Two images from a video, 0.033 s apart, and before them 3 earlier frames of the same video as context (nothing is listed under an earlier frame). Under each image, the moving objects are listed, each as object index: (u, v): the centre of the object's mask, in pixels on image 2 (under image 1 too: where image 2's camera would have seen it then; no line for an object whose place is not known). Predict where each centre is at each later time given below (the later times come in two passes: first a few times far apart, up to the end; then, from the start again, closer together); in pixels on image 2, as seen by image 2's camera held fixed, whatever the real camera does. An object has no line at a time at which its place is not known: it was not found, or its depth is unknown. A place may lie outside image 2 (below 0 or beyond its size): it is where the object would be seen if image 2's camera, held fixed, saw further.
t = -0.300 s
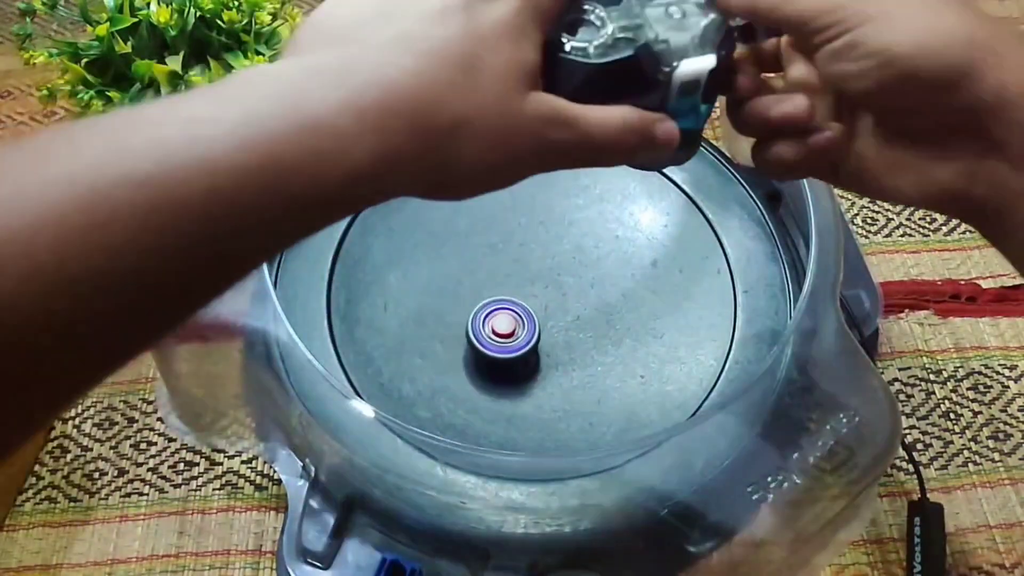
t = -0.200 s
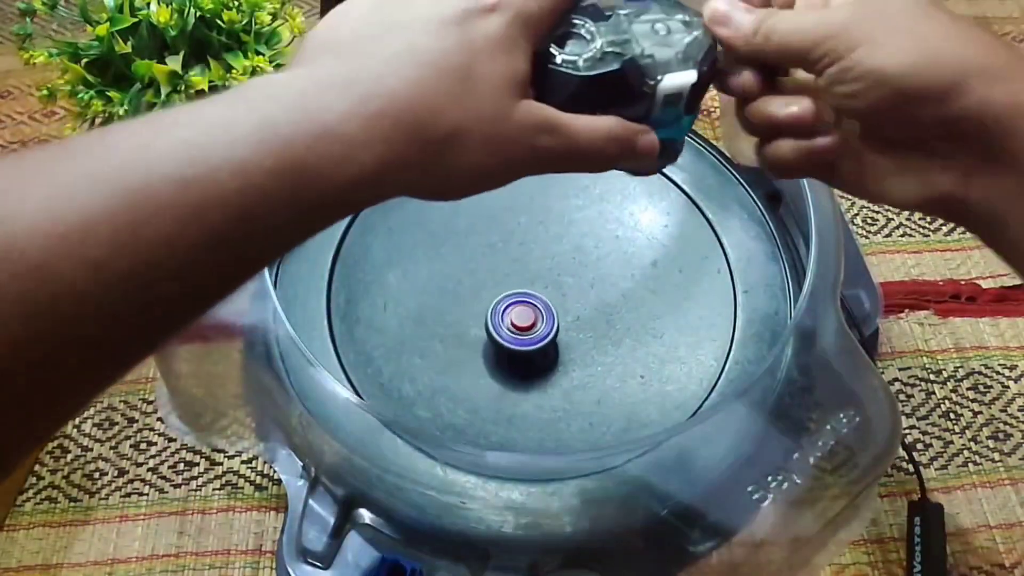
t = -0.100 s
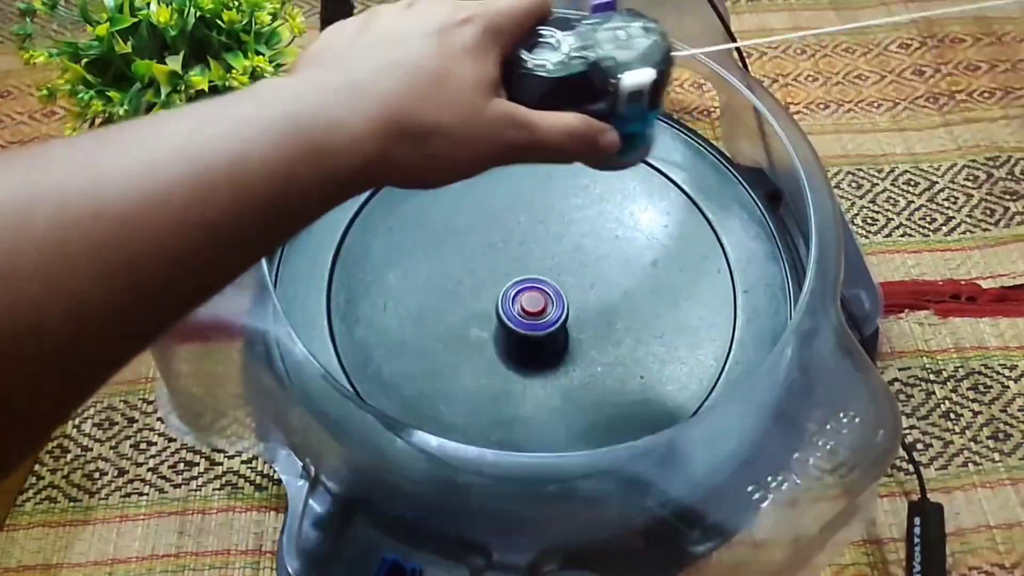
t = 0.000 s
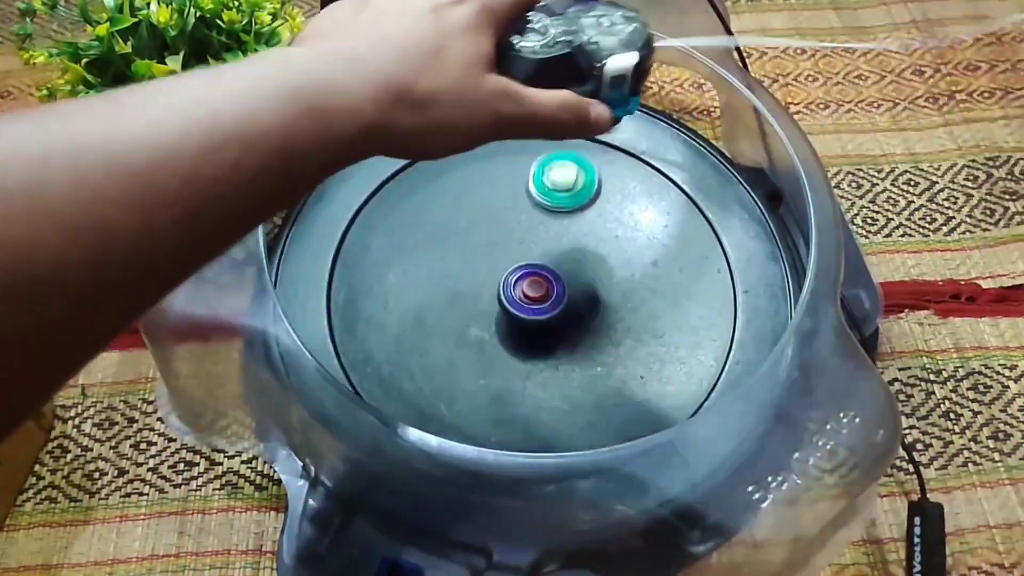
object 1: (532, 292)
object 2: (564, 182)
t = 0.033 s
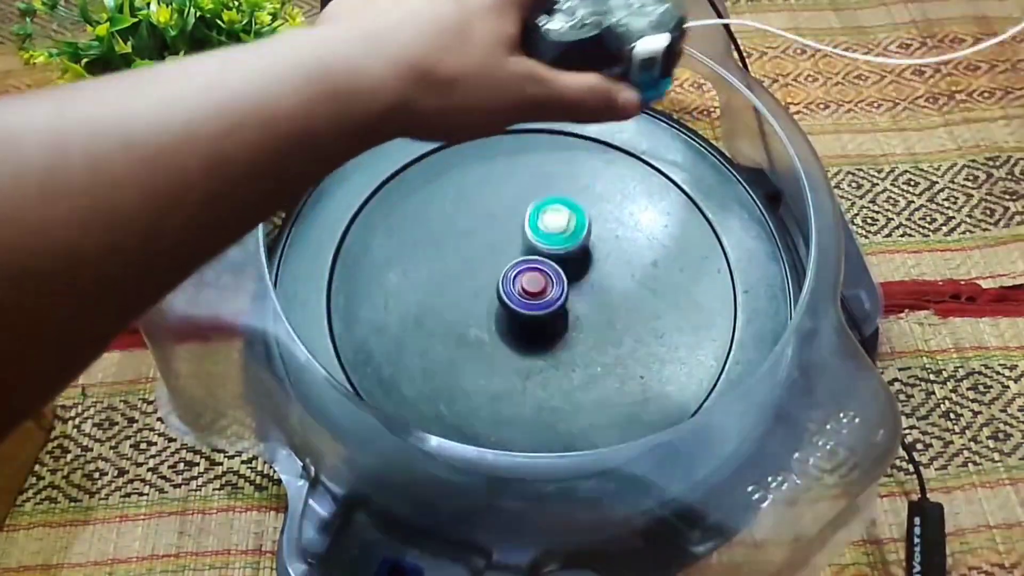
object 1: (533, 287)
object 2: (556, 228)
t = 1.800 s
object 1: (614, 269)
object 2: (453, 311)
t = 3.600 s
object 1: (560, 288)
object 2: (495, 342)
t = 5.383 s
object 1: (568, 355)
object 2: (484, 226)
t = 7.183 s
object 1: (588, 311)
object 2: (554, 233)
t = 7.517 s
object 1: (624, 336)
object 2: (479, 239)
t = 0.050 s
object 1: (530, 289)
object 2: (555, 223)
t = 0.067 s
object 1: (526, 289)
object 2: (555, 212)
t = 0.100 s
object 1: (518, 292)
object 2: (552, 196)
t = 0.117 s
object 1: (516, 291)
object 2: (551, 192)
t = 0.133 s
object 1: (514, 291)
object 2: (549, 191)
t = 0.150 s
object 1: (513, 290)
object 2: (547, 193)
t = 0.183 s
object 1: (512, 290)
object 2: (542, 206)
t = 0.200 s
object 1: (512, 290)
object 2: (540, 216)
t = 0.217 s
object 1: (511, 290)
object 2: (537, 229)
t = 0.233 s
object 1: (511, 291)
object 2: (535, 233)
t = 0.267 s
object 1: (509, 292)
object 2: (530, 231)
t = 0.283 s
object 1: (508, 293)
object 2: (528, 234)
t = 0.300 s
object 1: (508, 295)
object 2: (525, 240)
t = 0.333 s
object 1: (500, 302)
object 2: (533, 227)
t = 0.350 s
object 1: (493, 311)
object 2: (543, 211)
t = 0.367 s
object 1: (483, 323)
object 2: (553, 199)
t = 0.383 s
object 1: (474, 337)
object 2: (561, 189)
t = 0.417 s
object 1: (461, 353)
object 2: (579, 178)
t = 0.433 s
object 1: (455, 361)
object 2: (587, 176)
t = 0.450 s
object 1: (449, 369)
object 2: (594, 173)
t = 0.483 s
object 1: (447, 379)
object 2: (604, 158)
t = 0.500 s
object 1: (448, 383)
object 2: (608, 155)
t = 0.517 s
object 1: (452, 387)
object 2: (613, 154)
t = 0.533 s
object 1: (457, 390)
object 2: (617, 157)
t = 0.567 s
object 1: (470, 396)
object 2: (621, 160)
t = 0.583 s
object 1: (477, 399)
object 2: (621, 160)
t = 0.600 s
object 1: (485, 400)
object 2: (621, 164)
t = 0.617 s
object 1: (492, 401)
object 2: (620, 169)
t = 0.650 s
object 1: (509, 402)
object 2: (616, 177)
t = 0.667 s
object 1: (516, 401)
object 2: (612, 182)
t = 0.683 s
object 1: (525, 400)
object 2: (608, 186)
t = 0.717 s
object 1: (540, 395)
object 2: (598, 195)
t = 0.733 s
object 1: (546, 392)
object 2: (593, 199)
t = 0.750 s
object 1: (552, 389)
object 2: (587, 202)
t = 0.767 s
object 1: (558, 385)
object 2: (581, 204)
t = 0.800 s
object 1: (568, 376)
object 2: (569, 208)
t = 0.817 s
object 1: (572, 371)
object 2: (563, 209)
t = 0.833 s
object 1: (576, 366)
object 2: (558, 208)
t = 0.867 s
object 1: (583, 354)
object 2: (550, 204)
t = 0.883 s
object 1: (585, 347)
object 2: (546, 202)
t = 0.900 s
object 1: (586, 341)
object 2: (543, 201)
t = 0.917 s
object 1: (587, 335)
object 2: (540, 199)
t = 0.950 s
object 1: (587, 323)
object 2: (533, 197)
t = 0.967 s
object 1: (586, 317)
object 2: (530, 196)
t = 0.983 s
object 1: (584, 311)
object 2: (526, 197)
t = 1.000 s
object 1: (582, 305)
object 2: (524, 197)
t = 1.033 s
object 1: (577, 294)
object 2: (517, 199)
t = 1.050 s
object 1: (574, 290)
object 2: (514, 201)
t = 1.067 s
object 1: (571, 285)
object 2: (511, 203)
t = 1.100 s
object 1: (562, 276)
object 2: (507, 207)
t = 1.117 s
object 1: (558, 272)
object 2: (505, 211)
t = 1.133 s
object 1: (554, 268)
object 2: (503, 213)
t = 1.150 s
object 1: (549, 265)
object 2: (502, 217)
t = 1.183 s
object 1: (546, 267)
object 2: (496, 218)
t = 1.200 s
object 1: (544, 268)
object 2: (495, 220)
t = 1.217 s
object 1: (541, 267)
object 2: (494, 221)
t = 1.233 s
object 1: (544, 276)
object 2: (486, 215)
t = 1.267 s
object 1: (552, 290)
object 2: (475, 210)
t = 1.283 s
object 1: (553, 295)
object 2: (472, 209)
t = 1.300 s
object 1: (555, 299)
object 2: (470, 212)
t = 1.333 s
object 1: (556, 304)
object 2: (468, 216)
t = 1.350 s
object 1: (556, 304)
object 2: (467, 219)
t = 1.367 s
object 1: (557, 304)
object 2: (466, 222)
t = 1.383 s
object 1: (557, 303)
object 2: (466, 226)
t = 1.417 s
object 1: (558, 300)
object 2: (464, 232)
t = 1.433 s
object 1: (558, 299)
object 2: (464, 236)
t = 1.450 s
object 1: (559, 298)
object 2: (464, 239)
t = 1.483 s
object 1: (559, 295)
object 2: (465, 247)
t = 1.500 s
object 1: (559, 294)
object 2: (466, 250)
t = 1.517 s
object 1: (559, 292)
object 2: (467, 255)
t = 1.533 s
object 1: (558, 291)
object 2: (468, 258)
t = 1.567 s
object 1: (558, 289)
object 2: (472, 266)
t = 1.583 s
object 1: (557, 287)
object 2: (474, 270)
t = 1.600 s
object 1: (556, 286)
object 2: (476, 273)
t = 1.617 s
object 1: (556, 285)
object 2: (479, 277)
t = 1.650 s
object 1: (557, 283)
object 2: (482, 283)
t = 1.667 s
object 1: (557, 282)
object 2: (484, 285)
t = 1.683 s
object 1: (569, 281)
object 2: (473, 286)
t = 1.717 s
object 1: (591, 280)
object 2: (456, 289)
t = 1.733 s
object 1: (600, 279)
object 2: (452, 292)
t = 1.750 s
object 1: (606, 277)
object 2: (450, 295)
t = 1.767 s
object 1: (610, 275)
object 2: (450, 300)
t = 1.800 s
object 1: (614, 269)
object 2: (453, 311)
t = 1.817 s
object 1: (614, 265)
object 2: (457, 316)
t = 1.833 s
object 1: (614, 261)
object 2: (461, 321)
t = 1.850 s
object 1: (613, 257)
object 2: (465, 326)
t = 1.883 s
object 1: (607, 249)
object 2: (475, 334)
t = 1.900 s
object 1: (604, 244)
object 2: (480, 338)
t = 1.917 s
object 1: (600, 240)
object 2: (485, 341)
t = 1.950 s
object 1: (594, 234)
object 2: (497, 346)
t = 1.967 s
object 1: (591, 232)
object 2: (503, 348)
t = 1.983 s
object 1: (587, 230)
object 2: (508, 349)
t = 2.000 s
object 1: (583, 228)
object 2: (514, 351)
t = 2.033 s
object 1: (573, 226)
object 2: (526, 352)
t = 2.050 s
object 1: (568, 226)
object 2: (533, 352)
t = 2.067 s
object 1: (564, 226)
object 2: (538, 352)
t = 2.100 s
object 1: (555, 228)
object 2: (549, 352)
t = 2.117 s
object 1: (551, 229)
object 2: (553, 351)
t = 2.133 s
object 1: (546, 231)
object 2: (557, 351)
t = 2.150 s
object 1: (542, 232)
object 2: (561, 350)
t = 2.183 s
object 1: (535, 238)
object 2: (569, 347)
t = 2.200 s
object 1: (532, 241)
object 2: (573, 345)
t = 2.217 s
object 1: (529, 243)
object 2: (576, 343)
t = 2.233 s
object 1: (526, 246)
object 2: (579, 341)
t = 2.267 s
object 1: (522, 254)
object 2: (585, 337)
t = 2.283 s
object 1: (520, 258)
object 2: (588, 335)
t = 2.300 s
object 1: (518, 262)
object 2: (590, 332)
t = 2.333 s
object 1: (516, 270)
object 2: (594, 328)
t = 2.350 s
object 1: (516, 274)
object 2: (596, 326)
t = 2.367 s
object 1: (516, 278)
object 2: (598, 323)
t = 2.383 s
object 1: (516, 282)
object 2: (599, 321)
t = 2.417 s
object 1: (517, 290)
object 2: (601, 316)
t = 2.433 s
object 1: (518, 295)
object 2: (602, 314)
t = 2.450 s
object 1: (519, 298)
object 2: (603, 311)
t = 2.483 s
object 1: (522, 305)
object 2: (603, 307)
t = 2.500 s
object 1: (524, 309)
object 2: (603, 305)
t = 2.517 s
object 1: (526, 313)
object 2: (604, 303)
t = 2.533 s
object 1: (529, 316)
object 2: (603, 300)
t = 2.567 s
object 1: (534, 322)
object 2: (603, 295)
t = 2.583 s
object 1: (538, 325)
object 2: (603, 294)
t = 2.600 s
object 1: (541, 328)
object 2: (602, 291)
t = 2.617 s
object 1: (545, 331)
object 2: (601, 290)
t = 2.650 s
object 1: (552, 335)
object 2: (599, 285)
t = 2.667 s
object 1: (556, 337)
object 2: (598, 283)
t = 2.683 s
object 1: (560, 339)
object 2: (597, 282)
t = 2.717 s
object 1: (568, 340)
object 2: (594, 279)
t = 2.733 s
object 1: (571, 341)
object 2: (592, 277)
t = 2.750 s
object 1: (575, 341)
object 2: (590, 275)
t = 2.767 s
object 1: (579, 341)
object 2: (588, 274)
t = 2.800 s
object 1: (586, 340)
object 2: (584, 271)
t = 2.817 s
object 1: (588, 340)
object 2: (582, 270)
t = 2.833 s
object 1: (591, 339)
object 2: (579, 270)
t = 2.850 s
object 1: (594, 338)
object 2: (577, 269)
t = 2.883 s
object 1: (598, 335)
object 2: (572, 267)
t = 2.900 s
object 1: (600, 334)
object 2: (569, 267)
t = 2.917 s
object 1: (602, 332)
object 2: (566, 267)
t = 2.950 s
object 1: (605, 328)
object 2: (561, 267)
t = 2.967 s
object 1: (606, 327)
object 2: (558, 267)
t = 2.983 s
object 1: (607, 325)
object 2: (554, 268)
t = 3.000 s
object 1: (608, 323)
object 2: (551, 269)
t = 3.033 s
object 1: (609, 320)
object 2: (546, 270)
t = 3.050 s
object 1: (609, 318)
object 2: (543, 272)
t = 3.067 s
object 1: (609, 316)
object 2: (541, 273)
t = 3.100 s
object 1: (608, 313)
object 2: (536, 276)
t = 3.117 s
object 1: (607, 311)
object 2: (534, 278)
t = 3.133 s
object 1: (606, 309)
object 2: (532, 280)
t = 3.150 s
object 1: (605, 307)
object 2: (530, 282)
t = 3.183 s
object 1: (601, 304)
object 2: (527, 286)
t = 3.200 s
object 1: (599, 302)
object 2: (525, 288)
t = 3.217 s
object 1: (598, 301)
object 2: (524, 290)
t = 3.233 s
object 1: (596, 300)
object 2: (522, 292)
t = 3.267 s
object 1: (593, 298)
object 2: (518, 295)
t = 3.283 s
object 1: (592, 297)
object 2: (516, 297)
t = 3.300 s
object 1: (590, 296)
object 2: (513, 299)
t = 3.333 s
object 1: (587, 295)
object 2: (510, 303)
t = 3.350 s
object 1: (584, 293)
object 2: (509, 306)
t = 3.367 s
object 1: (582, 292)
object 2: (508, 308)
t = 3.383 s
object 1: (580, 292)
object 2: (507, 310)
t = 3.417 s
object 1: (576, 292)
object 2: (504, 315)
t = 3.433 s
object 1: (575, 291)
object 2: (502, 317)
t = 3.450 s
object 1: (573, 291)
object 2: (501, 320)
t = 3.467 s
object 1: (571, 290)
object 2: (501, 322)
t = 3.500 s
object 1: (566, 291)
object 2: (500, 326)
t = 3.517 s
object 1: (563, 291)
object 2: (501, 328)
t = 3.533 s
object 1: (561, 291)
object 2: (501, 330)
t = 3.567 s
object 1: (562, 288)
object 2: (496, 337)
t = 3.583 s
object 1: (562, 289)
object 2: (495, 340)
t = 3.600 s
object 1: (560, 288)
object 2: (495, 342)
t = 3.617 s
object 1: (559, 289)
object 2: (496, 344)
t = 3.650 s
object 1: (555, 288)
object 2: (497, 348)
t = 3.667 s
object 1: (553, 288)
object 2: (498, 350)
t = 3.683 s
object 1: (551, 289)
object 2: (498, 351)
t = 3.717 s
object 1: (547, 290)
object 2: (500, 355)
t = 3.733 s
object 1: (545, 290)
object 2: (501, 356)
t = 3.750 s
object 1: (543, 291)
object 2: (502, 357)
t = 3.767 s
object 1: (541, 292)
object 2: (503, 359)
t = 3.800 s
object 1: (537, 293)
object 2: (505, 361)
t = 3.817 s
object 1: (535, 295)
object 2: (506, 362)
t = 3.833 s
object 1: (533, 296)
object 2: (508, 363)
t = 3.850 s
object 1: (531, 296)
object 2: (509, 364)
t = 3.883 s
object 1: (528, 298)
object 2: (512, 367)
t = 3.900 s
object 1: (526, 301)
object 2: (513, 367)
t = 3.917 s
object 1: (524, 300)
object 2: (515, 368)
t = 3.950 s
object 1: (522, 297)
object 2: (516, 374)
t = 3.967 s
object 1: (523, 293)
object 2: (517, 379)
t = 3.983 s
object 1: (522, 290)
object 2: (519, 381)
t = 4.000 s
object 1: (522, 290)
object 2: (520, 383)
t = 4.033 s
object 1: (520, 290)
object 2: (524, 385)
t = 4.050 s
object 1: (519, 290)
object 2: (526, 385)
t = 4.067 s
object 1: (518, 290)
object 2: (529, 385)
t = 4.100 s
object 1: (516, 290)
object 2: (533, 386)
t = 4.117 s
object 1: (514, 290)
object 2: (535, 386)
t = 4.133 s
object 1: (513, 290)
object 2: (537, 386)
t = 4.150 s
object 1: (512, 291)
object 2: (540, 386)
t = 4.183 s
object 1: (509, 291)
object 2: (545, 385)
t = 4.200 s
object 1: (508, 292)
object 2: (547, 384)
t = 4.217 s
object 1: (507, 292)
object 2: (550, 383)
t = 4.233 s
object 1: (505, 292)
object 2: (552, 382)
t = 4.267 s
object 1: (503, 293)
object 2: (556, 379)
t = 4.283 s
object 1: (502, 294)
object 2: (558, 377)
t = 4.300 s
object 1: (501, 294)
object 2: (559, 375)
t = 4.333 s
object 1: (499, 296)
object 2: (561, 370)
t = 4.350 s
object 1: (499, 296)
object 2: (562, 368)
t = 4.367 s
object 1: (498, 297)
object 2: (563, 366)
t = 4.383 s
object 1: (497, 298)
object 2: (563, 362)
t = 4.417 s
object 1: (496, 299)
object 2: (564, 356)
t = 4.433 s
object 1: (496, 300)
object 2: (563, 353)
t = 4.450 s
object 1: (495, 301)
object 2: (563, 350)
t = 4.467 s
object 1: (495, 302)
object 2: (562, 348)
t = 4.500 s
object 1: (494, 305)
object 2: (560, 343)
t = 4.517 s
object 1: (485, 299)
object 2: (570, 345)
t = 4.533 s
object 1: (472, 291)
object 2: (581, 350)
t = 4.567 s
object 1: (454, 282)
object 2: (596, 354)
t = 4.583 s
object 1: (446, 278)
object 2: (600, 353)
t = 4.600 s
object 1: (441, 277)
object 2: (603, 351)
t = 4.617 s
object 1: (436, 277)
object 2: (604, 348)
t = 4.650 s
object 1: (429, 281)
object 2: (605, 341)
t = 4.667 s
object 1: (426, 284)
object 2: (605, 337)
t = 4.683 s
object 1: (423, 288)
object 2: (605, 334)
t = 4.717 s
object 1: (419, 296)
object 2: (605, 327)
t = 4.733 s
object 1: (418, 300)
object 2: (604, 323)
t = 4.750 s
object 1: (417, 303)
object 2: (603, 319)
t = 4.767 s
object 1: (416, 307)
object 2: (602, 315)
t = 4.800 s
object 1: (416, 315)
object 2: (598, 308)
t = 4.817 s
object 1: (417, 318)
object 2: (596, 305)
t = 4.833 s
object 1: (418, 322)
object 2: (594, 302)
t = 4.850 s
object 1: (419, 325)
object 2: (592, 298)
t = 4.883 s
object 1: (423, 331)
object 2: (587, 293)
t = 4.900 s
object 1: (426, 334)
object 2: (584, 290)
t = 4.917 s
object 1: (429, 337)
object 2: (581, 289)
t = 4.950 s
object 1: (435, 342)
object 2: (575, 284)
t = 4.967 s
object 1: (439, 344)
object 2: (572, 282)
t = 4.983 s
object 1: (443, 346)
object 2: (569, 280)
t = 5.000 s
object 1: (448, 348)
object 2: (566, 278)
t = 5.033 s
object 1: (458, 350)
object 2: (560, 276)
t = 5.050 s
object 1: (463, 351)
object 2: (557, 275)
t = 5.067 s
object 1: (468, 352)
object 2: (554, 273)
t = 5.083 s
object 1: (473, 351)
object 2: (551, 272)
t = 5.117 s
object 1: (484, 351)
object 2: (545, 271)
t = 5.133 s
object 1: (490, 350)
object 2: (542, 271)
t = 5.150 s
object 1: (496, 348)
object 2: (539, 270)
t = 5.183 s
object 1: (506, 344)
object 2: (533, 269)
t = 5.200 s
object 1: (512, 342)
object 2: (530, 269)
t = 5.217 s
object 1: (516, 339)
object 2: (528, 269)
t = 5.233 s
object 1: (522, 336)
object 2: (525, 269)
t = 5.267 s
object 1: (530, 331)
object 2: (520, 268)
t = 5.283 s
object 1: (536, 339)
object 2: (516, 257)
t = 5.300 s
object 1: (541, 347)
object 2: (512, 247)
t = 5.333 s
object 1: (551, 356)
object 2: (503, 234)
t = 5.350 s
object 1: (557, 357)
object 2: (497, 229)
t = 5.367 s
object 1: (562, 357)
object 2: (491, 227)
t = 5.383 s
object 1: (568, 355)
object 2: (484, 226)
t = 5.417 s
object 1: (579, 349)
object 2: (470, 226)
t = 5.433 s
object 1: (584, 344)
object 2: (463, 226)
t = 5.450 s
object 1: (588, 340)
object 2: (457, 227)
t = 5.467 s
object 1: (592, 335)
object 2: (452, 228)
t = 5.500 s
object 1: (599, 325)
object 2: (441, 231)
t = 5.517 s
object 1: (602, 320)
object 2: (436, 233)
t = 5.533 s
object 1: (604, 315)
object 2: (432, 235)
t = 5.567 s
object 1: (607, 304)
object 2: (424, 240)
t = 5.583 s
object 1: (607, 299)
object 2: (421, 242)
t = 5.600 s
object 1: (608, 294)
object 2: (418, 245)
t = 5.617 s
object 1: (608, 289)
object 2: (416, 248)
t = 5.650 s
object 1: (607, 279)
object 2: (412, 255)
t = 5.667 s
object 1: (606, 275)
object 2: (410, 258)
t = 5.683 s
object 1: (604, 270)
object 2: (409, 260)
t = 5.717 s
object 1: (600, 262)
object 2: (407, 267)
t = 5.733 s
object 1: (597, 258)
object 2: (407, 269)
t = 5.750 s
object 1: (595, 255)
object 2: (406, 272)
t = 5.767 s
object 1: (591, 251)
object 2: (406, 276)
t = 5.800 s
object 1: (585, 245)
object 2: (407, 281)
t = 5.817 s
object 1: (581, 242)
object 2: (408, 285)
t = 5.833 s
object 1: (577, 240)
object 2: (409, 287)
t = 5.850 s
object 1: (573, 237)
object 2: (410, 291)
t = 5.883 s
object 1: (565, 233)
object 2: (413, 297)
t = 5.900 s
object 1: (561, 232)
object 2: (414, 300)
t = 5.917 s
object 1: (557, 231)
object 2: (416, 304)
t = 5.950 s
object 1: (548, 229)
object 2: (421, 310)
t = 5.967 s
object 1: (544, 229)
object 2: (424, 313)
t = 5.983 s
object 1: (539, 228)
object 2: (427, 317)
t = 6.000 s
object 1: (535, 229)
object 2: (430, 320)
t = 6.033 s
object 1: (527, 230)
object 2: (437, 326)
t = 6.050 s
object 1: (523, 230)
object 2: (441, 328)
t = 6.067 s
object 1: (519, 232)
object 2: (446, 331)
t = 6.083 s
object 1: (515, 233)
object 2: (451, 333)
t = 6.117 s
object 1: (508, 237)
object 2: (462, 337)
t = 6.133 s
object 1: (505, 240)
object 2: (468, 338)
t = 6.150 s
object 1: (501, 242)
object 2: (474, 339)
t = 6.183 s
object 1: (496, 248)
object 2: (486, 340)
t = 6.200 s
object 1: (493, 251)
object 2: (492, 340)
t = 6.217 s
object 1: (491, 254)
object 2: (498, 340)
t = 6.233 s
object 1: (489, 258)
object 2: (504, 339)
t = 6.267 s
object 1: (486, 265)
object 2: (516, 337)
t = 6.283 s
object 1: (485, 269)
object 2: (521, 336)
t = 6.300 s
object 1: (484, 273)
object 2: (527, 334)
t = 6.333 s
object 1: (483, 281)
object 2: (537, 330)
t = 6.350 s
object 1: (483, 284)
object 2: (542, 328)
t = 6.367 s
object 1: (483, 287)
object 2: (548, 326)
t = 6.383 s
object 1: (483, 291)
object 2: (552, 324)
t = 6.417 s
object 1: (485, 298)
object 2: (561, 318)
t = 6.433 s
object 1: (486, 302)
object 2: (565, 315)
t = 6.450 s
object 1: (488, 305)
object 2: (568, 312)
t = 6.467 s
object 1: (490, 309)
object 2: (572, 309)
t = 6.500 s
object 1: (494, 316)
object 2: (578, 302)
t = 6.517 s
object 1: (496, 319)
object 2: (580, 299)
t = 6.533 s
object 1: (499, 322)
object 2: (583, 296)
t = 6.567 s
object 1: (505, 327)
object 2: (587, 289)
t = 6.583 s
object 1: (509, 329)
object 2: (589, 286)
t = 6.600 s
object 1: (512, 331)
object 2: (590, 282)
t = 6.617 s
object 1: (516, 333)
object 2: (591, 280)
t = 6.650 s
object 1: (523, 336)
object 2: (592, 273)
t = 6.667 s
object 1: (526, 337)
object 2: (593, 271)
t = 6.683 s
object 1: (530, 338)
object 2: (593, 268)
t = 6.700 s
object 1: (533, 339)
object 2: (593, 265)
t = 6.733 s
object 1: (541, 340)
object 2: (593, 261)
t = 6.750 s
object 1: (544, 340)
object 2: (592, 259)
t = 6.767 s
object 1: (548, 340)
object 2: (592, 257)
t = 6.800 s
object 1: (554, 339)
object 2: (591, 253)
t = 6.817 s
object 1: (557, 339)
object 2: (590, 251)
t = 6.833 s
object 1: (559, 339)
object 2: (590, 249)
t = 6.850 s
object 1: (562, 338)
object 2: (589, 248)
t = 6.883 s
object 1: (566, 337)
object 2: (587, 245)
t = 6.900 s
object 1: (569, 336)
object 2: (586, 243)
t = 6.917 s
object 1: (571, 335)
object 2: (585, 242)
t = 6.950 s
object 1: (575, 332)
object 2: (582, 239)
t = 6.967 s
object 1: (577, 331)
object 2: (581, 237)
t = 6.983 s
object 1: (579, 330)
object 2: (579, 237)
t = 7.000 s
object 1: (580, 328)
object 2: (578, 235)
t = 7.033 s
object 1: (583, 325)
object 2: (574, 234)
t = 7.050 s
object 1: (584, 323)
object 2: (572, 232)
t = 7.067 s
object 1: (585, 322)
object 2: (570, 232)
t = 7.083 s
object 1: (586, 320)
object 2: (568, 231)
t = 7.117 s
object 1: (587, 317)
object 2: (563, 231)
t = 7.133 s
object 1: (587, 316)
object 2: (561, 232)
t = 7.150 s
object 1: (588, 314)
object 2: (559, 232)
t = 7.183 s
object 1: (588, 311)
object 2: (554, 233)
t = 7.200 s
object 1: (588, 309)
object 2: (551, 234)
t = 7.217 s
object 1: (588, 308)
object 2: (549, 235)
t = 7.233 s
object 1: (587, 306)
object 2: (547, 237)
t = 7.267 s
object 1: (587, 303)
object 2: (543, 240)
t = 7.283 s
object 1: (586, 301)
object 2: (541, 242)
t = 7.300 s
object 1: (585, 300)
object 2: (539, 244)
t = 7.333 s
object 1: (584, 296)
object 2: (536, 249)
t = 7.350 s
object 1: (587, 300)
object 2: (531, 245)
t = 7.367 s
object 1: (595, 308)
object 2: (521, 238)
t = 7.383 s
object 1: (602, 316)
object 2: (513, 231)
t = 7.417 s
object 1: (613, 330)
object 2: (501, 226)
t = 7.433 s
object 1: (616, 334)
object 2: (496, 226)
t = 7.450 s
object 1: (618, 337)
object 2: (492, 228)
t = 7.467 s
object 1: (620, 339)
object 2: (489, 230)
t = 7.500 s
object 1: (622, 338)
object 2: (482, 235)
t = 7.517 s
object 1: (624, 336)
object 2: (479, 239)
